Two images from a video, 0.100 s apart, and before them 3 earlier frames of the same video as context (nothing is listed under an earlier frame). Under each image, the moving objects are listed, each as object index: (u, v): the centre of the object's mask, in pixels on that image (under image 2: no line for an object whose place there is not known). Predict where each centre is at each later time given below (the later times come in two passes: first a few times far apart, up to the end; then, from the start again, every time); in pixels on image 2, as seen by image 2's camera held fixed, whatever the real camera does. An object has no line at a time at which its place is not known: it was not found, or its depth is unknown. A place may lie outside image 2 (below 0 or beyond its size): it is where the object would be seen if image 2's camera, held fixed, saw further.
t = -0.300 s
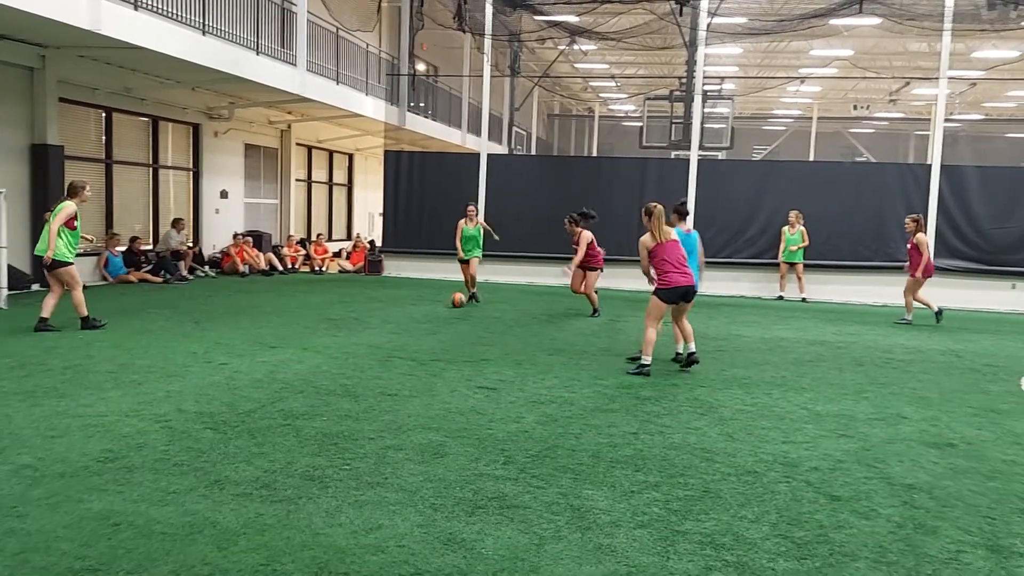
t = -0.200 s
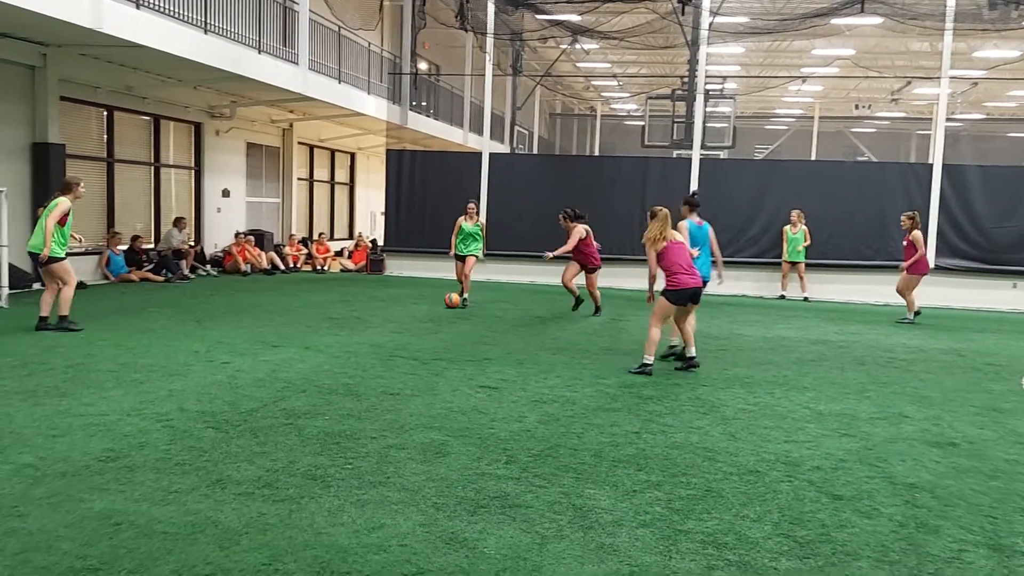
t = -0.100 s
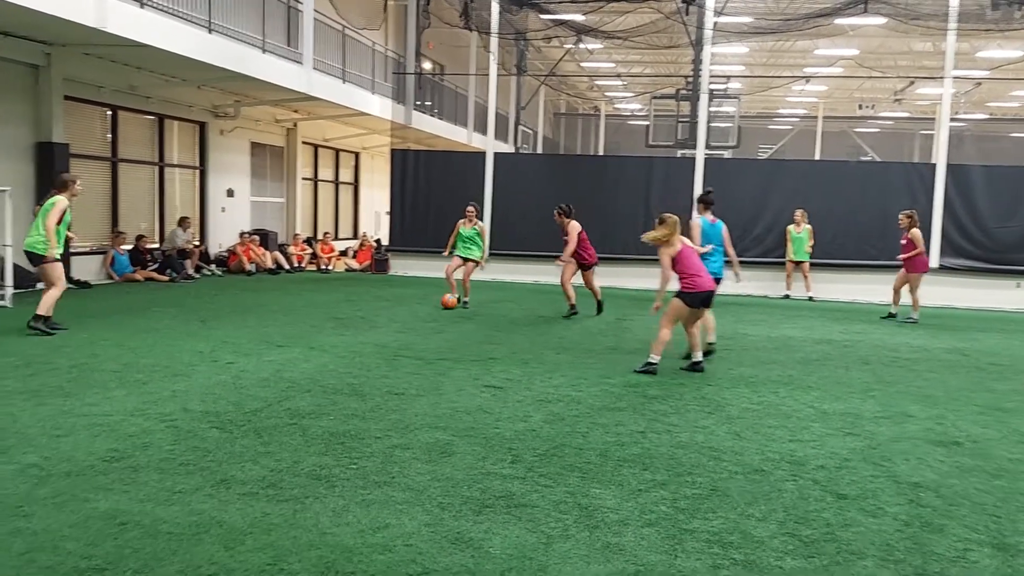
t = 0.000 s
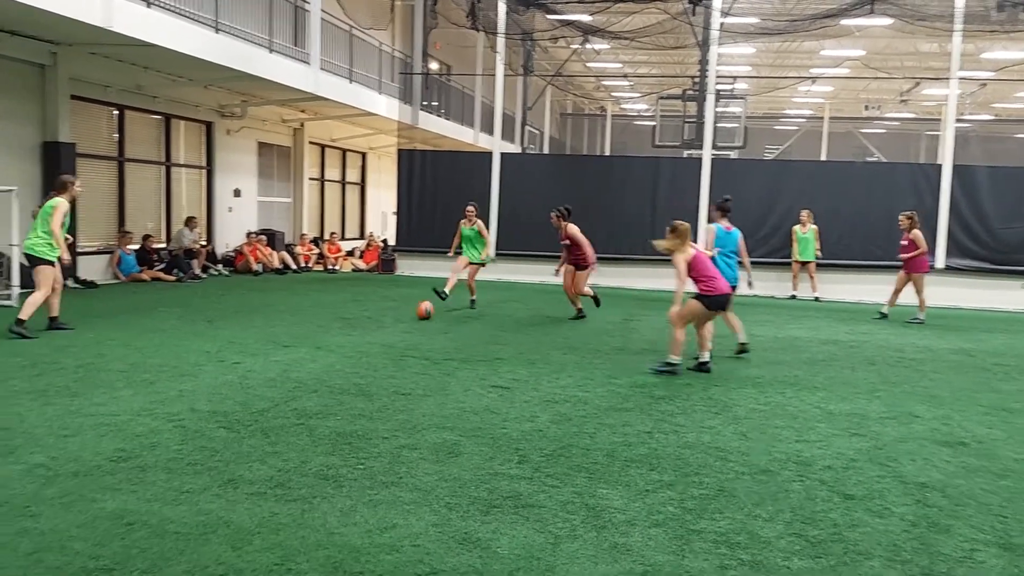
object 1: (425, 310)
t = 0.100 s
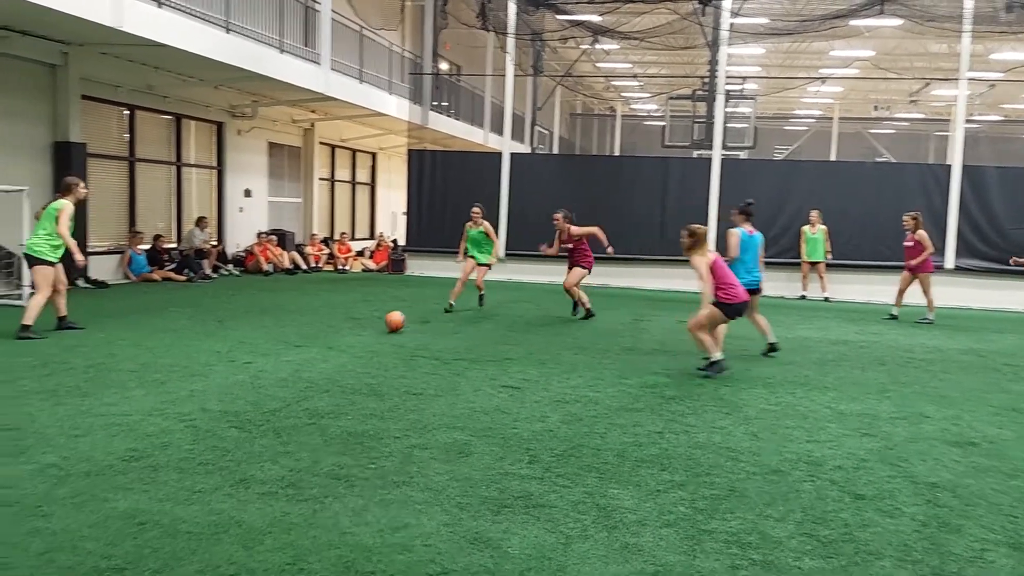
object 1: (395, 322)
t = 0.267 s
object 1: (311, 347)
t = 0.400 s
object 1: (223, 371)
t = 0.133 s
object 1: (380, 327)
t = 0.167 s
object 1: (363, 334)
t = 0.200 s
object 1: (347, 338)
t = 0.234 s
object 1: (330, 341)
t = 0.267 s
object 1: (311, 347)
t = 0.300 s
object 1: (291, 354)
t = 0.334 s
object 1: (269, 362)
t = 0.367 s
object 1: (248, 366)
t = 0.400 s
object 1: (223, 371)
